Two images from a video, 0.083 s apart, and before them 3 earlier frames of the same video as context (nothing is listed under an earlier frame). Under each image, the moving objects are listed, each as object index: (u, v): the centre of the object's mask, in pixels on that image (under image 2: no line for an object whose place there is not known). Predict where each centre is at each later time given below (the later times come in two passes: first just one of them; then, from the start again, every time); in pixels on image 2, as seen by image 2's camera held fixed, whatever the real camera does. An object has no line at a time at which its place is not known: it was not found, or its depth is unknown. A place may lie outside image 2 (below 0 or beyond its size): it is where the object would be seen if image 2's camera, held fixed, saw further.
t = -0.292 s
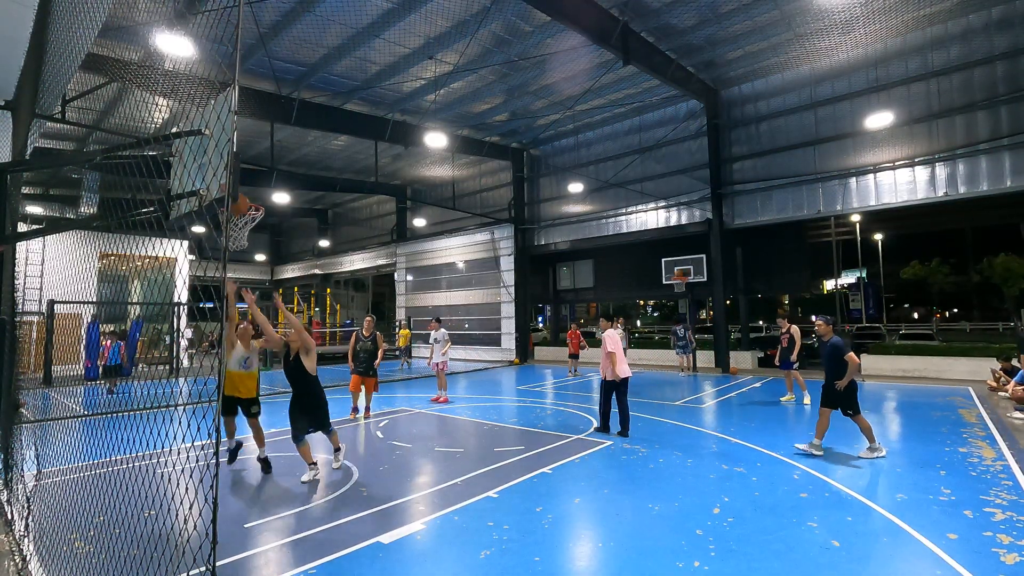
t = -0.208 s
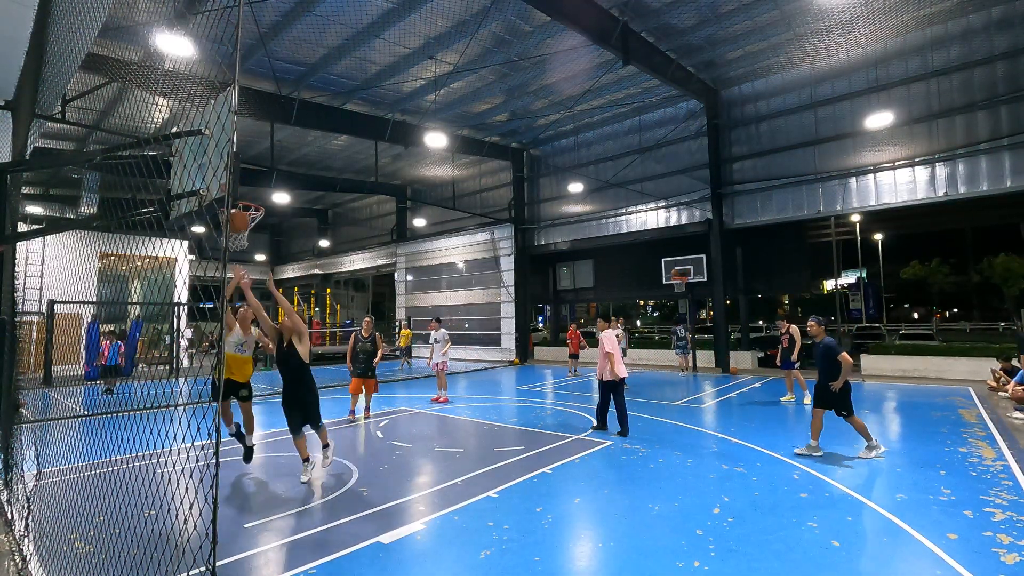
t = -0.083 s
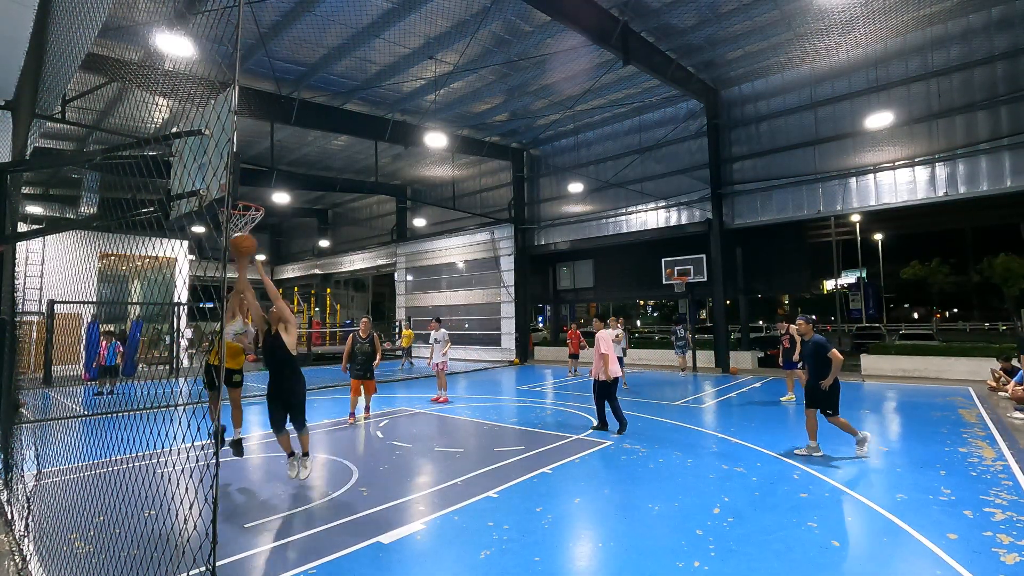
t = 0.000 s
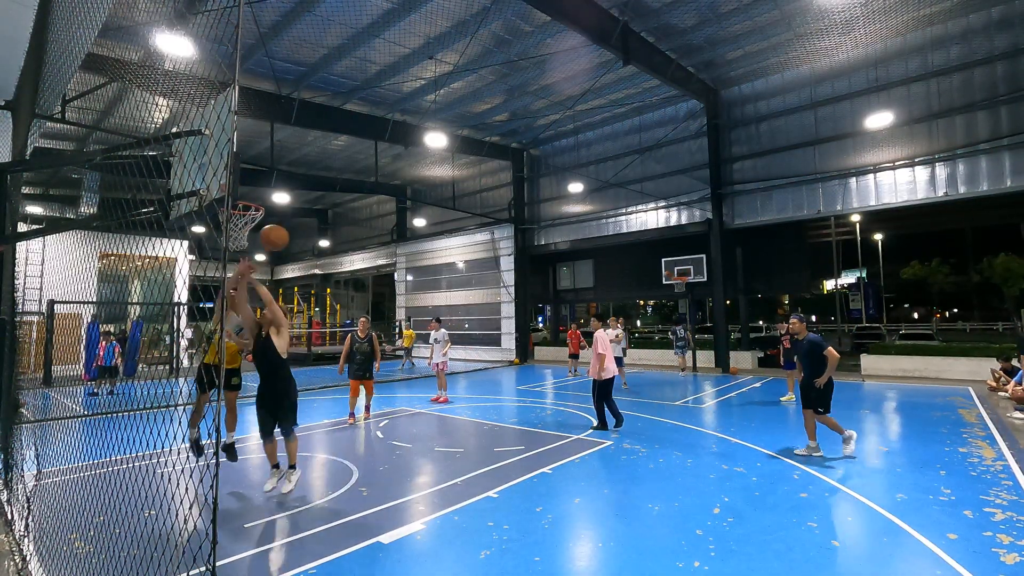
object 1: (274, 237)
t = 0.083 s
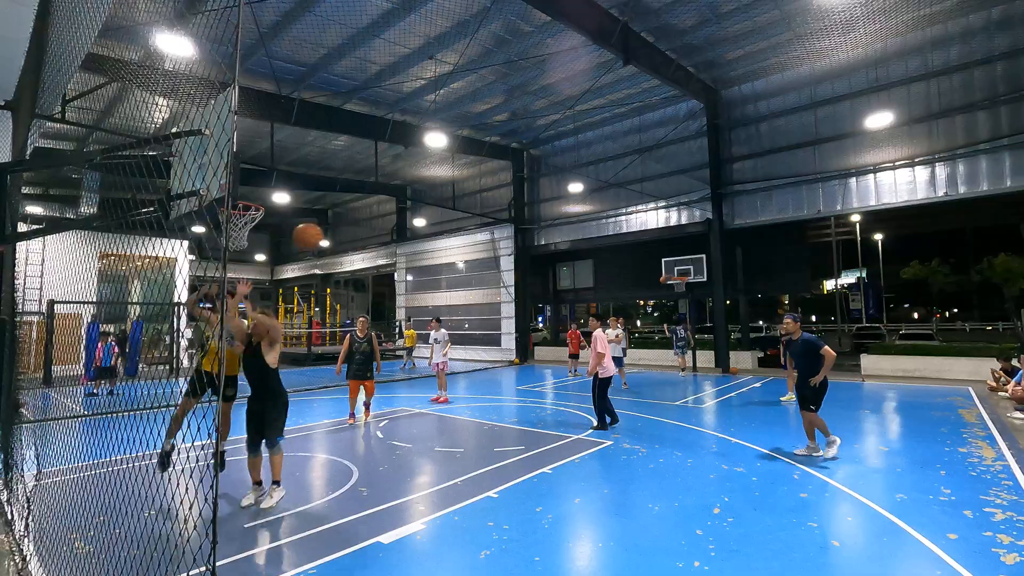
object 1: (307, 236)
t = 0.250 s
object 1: (388, 259)
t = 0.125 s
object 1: (327, 239)
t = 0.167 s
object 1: (347, 243)
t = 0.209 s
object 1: (366, 249)
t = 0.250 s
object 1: (388, 259)
